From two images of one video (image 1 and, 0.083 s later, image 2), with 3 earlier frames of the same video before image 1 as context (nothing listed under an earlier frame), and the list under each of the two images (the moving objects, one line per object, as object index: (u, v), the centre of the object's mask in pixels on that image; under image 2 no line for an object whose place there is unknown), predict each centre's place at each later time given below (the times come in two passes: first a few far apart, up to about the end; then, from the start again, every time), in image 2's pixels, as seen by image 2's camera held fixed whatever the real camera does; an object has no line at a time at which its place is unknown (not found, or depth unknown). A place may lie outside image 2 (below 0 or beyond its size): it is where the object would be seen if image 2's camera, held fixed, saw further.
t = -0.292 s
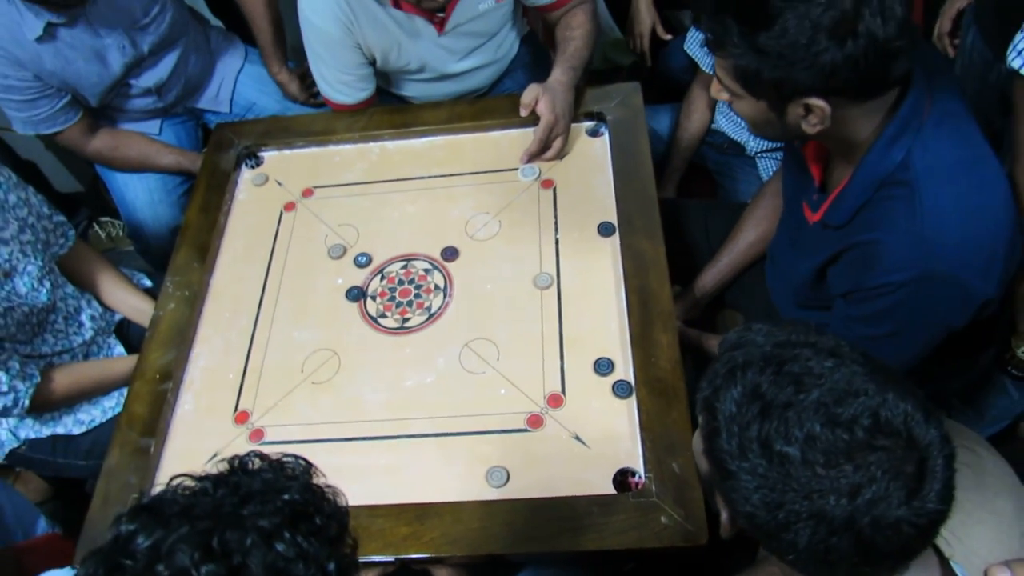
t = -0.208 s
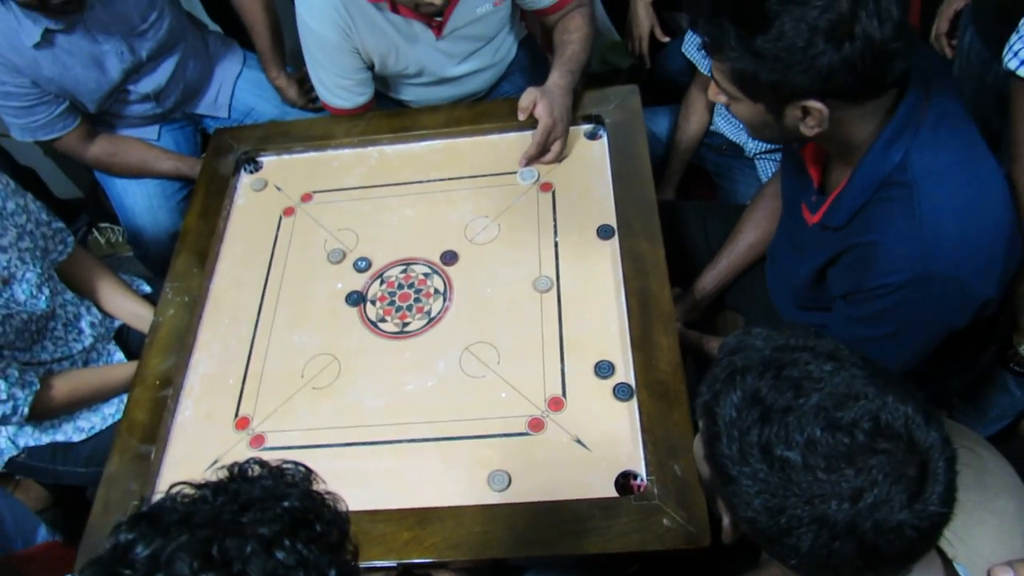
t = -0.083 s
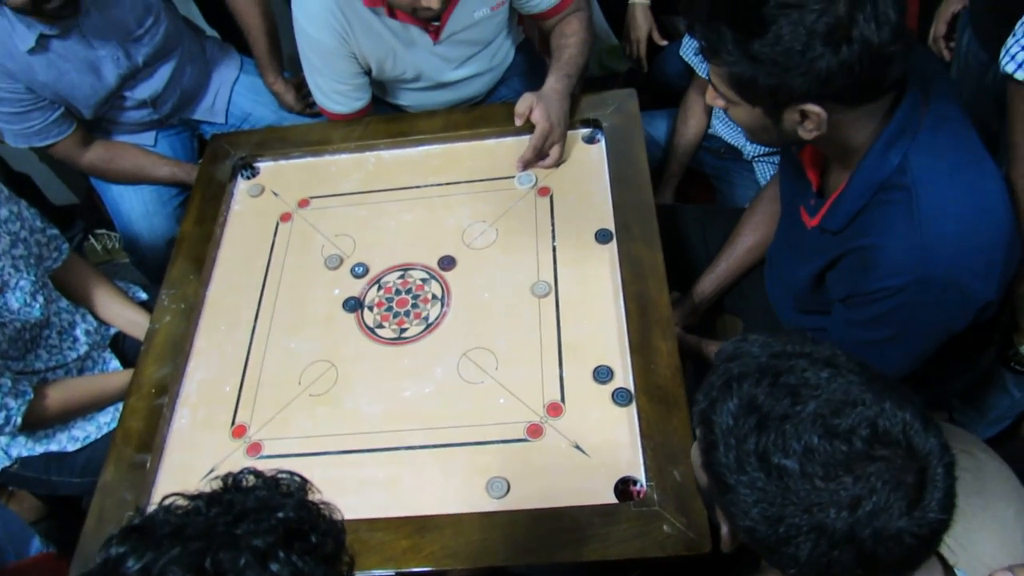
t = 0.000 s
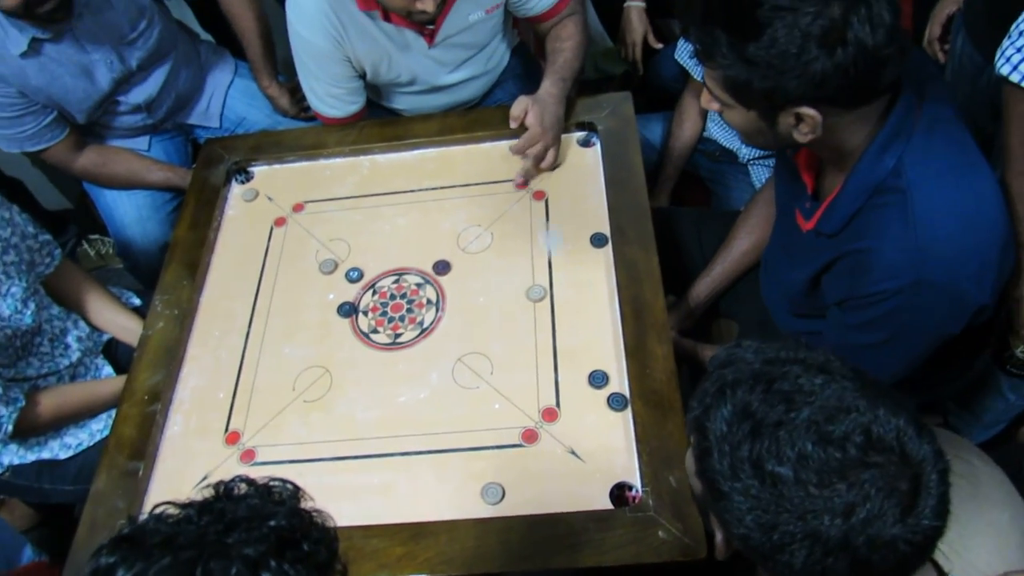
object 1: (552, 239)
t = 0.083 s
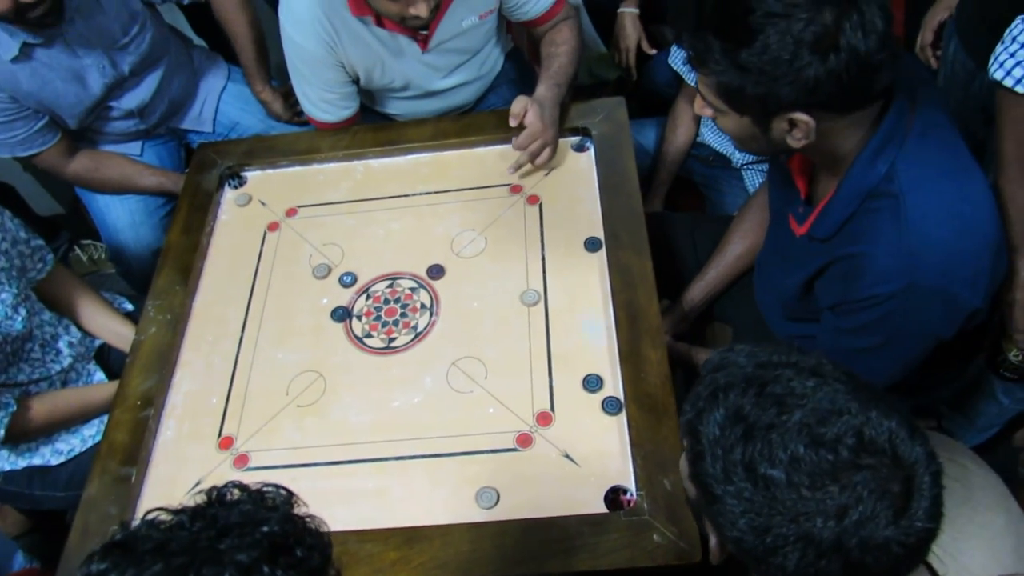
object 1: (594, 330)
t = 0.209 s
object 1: (588, 408)
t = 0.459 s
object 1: (556, 472)
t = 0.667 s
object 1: (546, 489)
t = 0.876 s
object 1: (546, 489)
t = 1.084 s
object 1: (546, 489)
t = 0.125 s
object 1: (599, 372)
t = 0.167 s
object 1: (595, 393)
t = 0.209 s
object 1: (588, 408)
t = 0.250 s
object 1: (581, 421)
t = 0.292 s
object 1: (574, 434)
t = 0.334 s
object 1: (568, 445)
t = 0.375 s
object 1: (563, 456)
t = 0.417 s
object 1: (559, 465)
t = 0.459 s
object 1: (556, 472)
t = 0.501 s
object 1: (552, 478)
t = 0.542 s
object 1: (550, 482)
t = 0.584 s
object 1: (548, 485)
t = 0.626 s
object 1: (546, 488)
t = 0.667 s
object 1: (546, 489)
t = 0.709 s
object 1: (546, 489)
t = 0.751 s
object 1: (546, 489)
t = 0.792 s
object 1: (546, 489)
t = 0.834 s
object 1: (546, 489)
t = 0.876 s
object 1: (546, 489)
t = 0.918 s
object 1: (546, 489)
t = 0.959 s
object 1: (546, 489)
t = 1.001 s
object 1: (546, 488)
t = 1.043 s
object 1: (546, 489)
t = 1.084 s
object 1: (546, 489)
